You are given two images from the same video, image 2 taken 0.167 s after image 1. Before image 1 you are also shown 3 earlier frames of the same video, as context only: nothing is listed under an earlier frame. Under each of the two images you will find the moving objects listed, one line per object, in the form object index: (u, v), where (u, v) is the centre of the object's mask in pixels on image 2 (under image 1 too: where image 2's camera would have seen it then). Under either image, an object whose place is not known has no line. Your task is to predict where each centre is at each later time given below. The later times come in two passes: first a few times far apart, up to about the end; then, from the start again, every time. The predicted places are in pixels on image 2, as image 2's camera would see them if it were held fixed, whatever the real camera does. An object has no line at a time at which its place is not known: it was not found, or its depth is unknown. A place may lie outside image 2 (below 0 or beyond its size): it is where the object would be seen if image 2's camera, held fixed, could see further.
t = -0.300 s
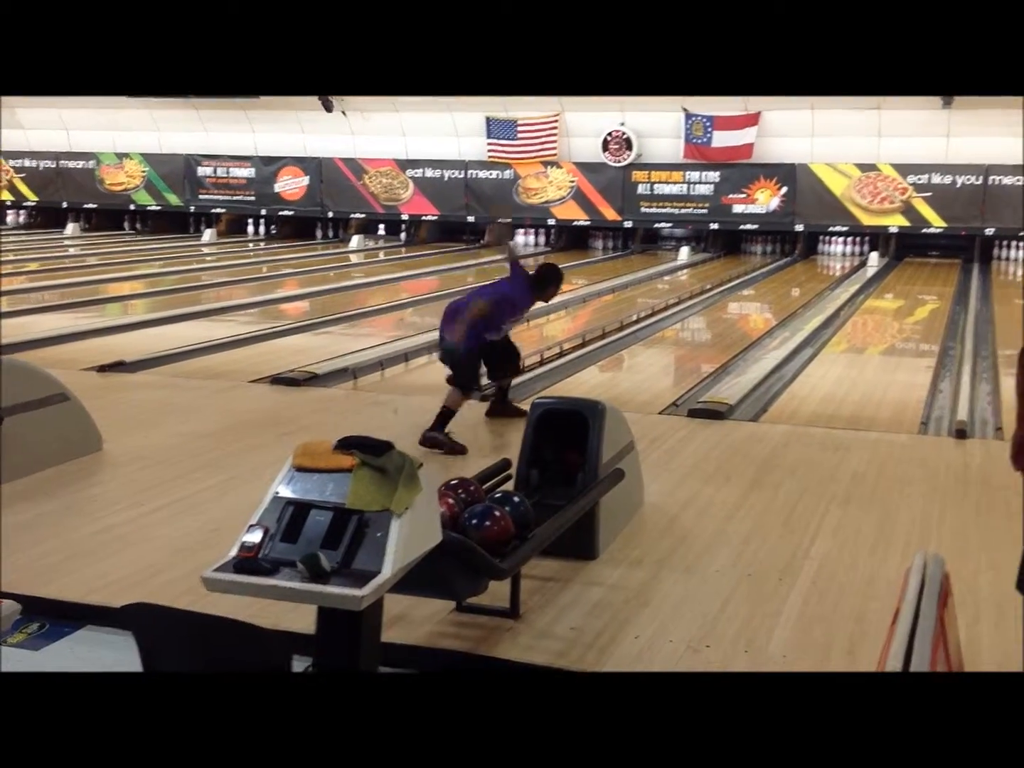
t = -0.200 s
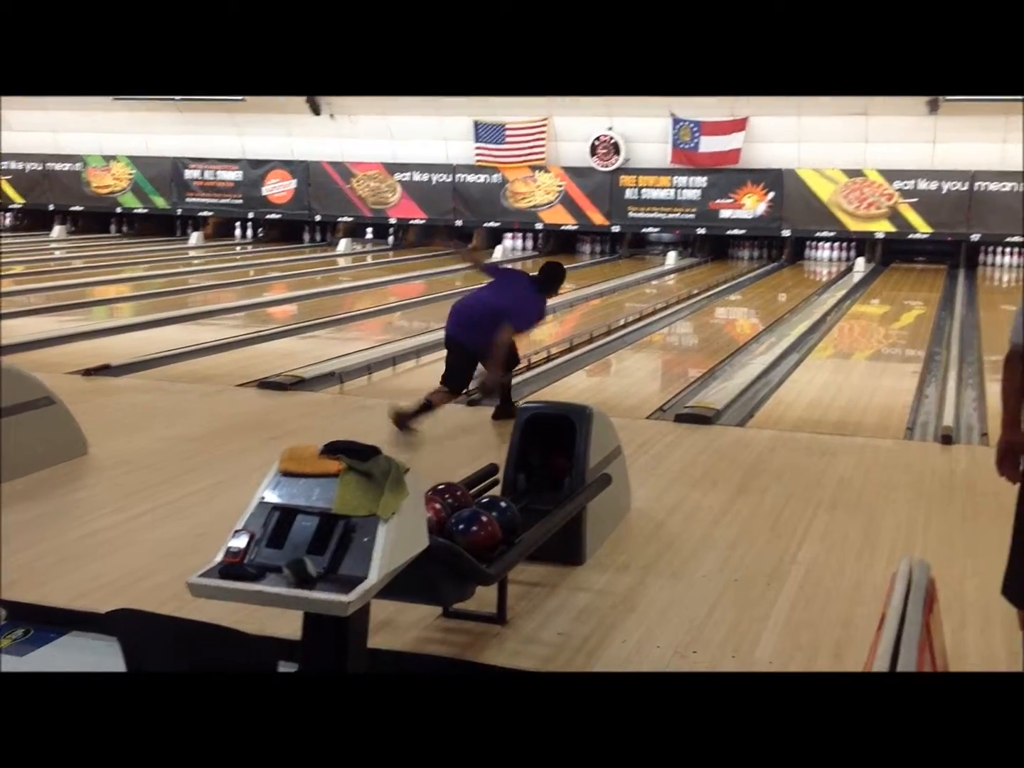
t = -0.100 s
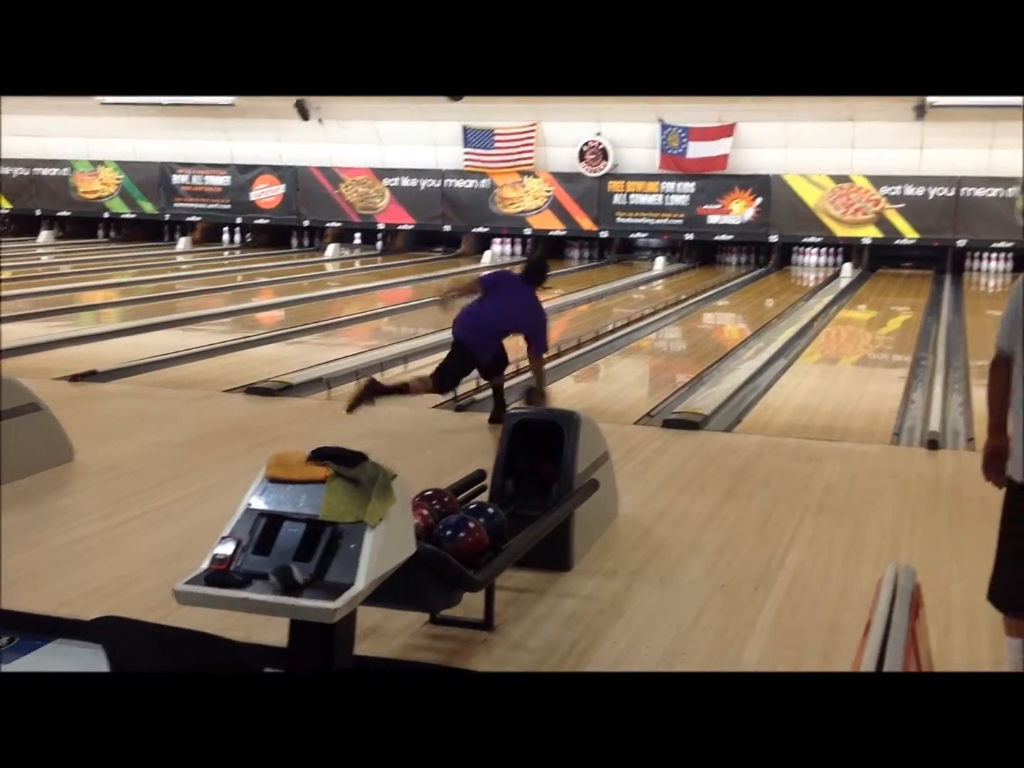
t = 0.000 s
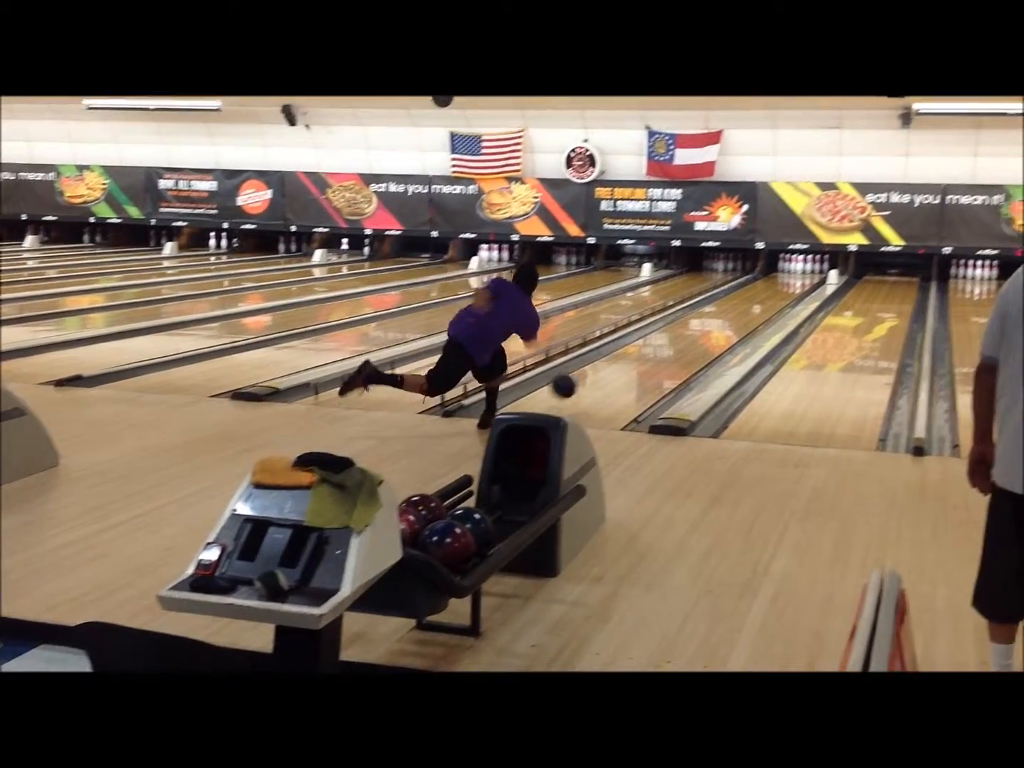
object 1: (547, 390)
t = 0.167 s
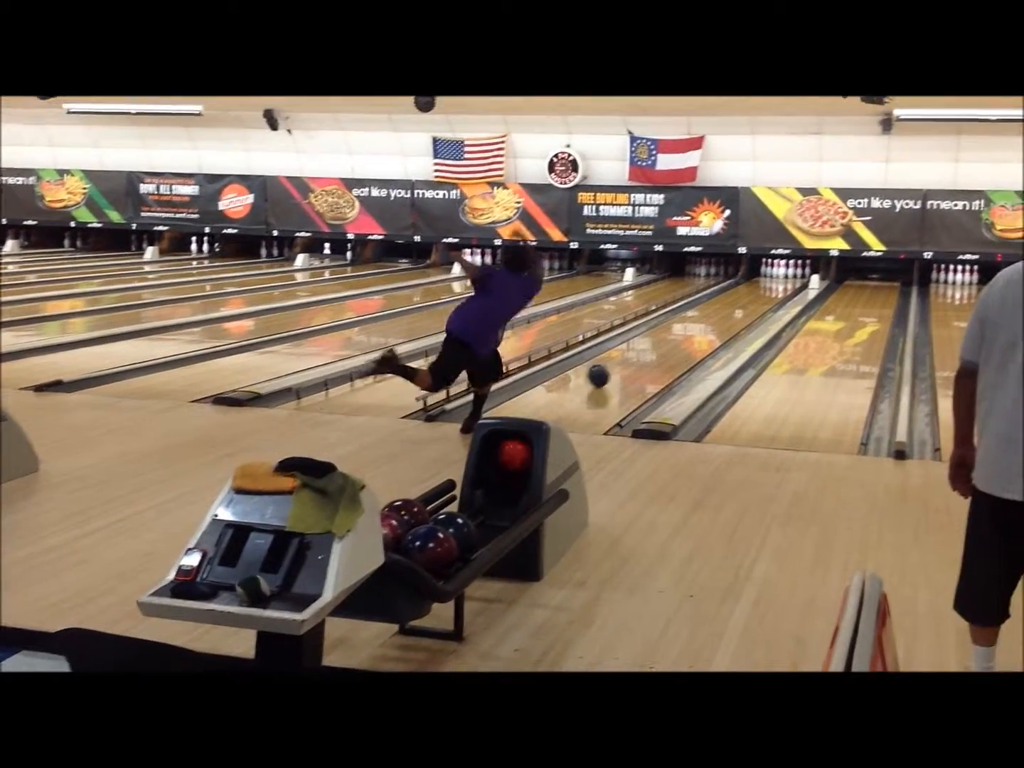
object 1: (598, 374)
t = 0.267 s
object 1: (623, 364)
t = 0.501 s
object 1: (669, 342)
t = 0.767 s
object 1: (707, 323)
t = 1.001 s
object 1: (731, 310)
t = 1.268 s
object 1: (752, 298)
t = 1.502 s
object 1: (764, 290)
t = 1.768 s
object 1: (774, 282)
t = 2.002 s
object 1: (778, 276)
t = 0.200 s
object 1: (606, 371)
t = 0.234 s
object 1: (615, 368)
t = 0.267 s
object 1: (623, 364)
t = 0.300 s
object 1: (630, 360)
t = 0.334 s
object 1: (638, 357)
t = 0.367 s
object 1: (645, 353)
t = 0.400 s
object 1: (651, 350)
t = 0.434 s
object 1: (658, 347)
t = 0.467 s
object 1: (663, 344)
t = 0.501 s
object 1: (669, 342)
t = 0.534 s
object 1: (675, 338)
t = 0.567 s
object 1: (680, 336)
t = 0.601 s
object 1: (685, 333)
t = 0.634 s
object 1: (690, 331)
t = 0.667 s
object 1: (694, 328)
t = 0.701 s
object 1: (699, 326)
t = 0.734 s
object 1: (703, 324)
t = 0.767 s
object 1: (707, 323)
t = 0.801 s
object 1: (711, 320)
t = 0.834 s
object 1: (715, 318)
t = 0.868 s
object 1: (718, 317)
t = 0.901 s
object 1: (722, 315)
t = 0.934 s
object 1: (726, 314)
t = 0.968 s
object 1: (729, 311)
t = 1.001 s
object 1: (731, 310)
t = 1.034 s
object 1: (735, 308)
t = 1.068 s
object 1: (738, 306)
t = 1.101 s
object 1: (740, 306)
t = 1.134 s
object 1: (743, 304)
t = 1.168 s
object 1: (745, 302)
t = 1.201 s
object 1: (748, 301)
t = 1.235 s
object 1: (750, 299)
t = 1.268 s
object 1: (752, 298)
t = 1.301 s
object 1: (754, 297)
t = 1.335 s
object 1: (756, 297)
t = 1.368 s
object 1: (758, 295)
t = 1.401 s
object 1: (759, 294)
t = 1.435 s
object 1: (760, 292)
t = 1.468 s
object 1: (762, 291)
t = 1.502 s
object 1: (764, 290)
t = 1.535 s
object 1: (766, 289)
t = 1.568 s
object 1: (767, 288)
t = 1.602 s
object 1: (768, 287)
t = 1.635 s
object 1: (769, 286)
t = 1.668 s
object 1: (770, 285)
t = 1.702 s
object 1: (772, 284)
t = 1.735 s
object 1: (773, 283)
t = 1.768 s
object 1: (774, 282)
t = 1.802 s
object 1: (775, 281)
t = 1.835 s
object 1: (775, 280)
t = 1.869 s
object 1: (776, 279)
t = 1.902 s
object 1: (776, 280)
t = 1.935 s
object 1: (778, 278)
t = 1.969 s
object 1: (778, 277)
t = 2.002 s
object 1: (778, 276)
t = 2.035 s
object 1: (779, 274)
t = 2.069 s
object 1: (779, 274)
